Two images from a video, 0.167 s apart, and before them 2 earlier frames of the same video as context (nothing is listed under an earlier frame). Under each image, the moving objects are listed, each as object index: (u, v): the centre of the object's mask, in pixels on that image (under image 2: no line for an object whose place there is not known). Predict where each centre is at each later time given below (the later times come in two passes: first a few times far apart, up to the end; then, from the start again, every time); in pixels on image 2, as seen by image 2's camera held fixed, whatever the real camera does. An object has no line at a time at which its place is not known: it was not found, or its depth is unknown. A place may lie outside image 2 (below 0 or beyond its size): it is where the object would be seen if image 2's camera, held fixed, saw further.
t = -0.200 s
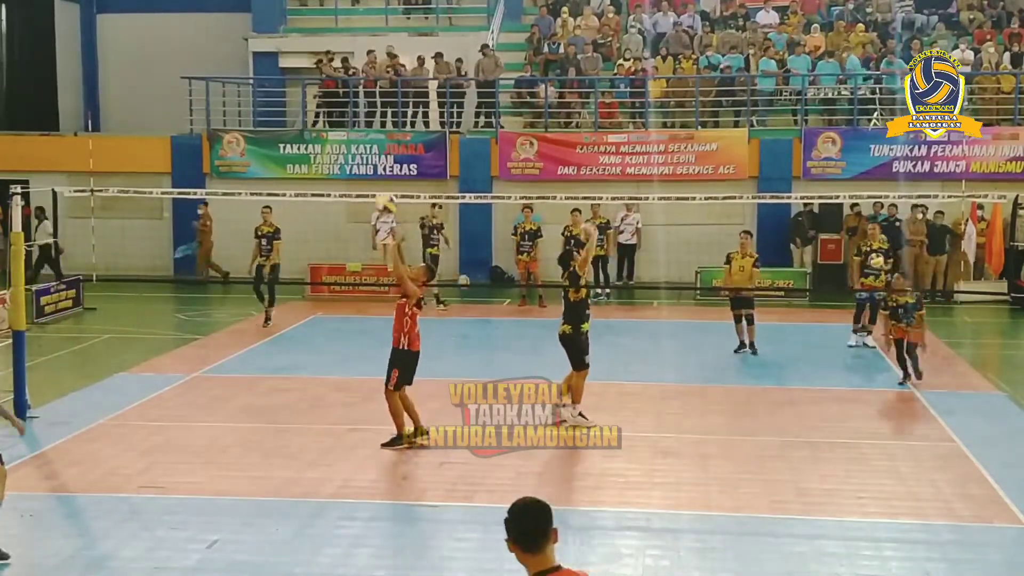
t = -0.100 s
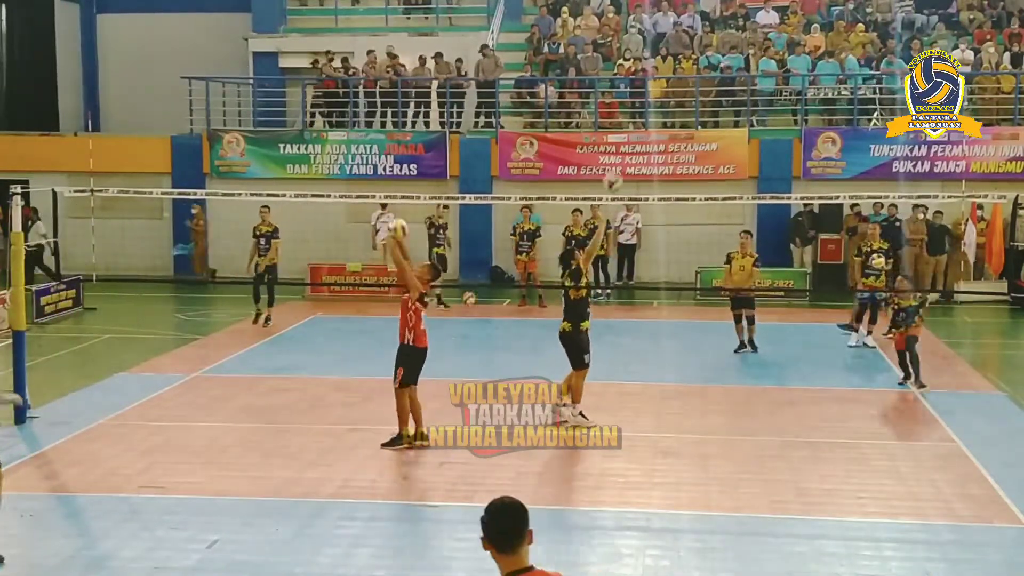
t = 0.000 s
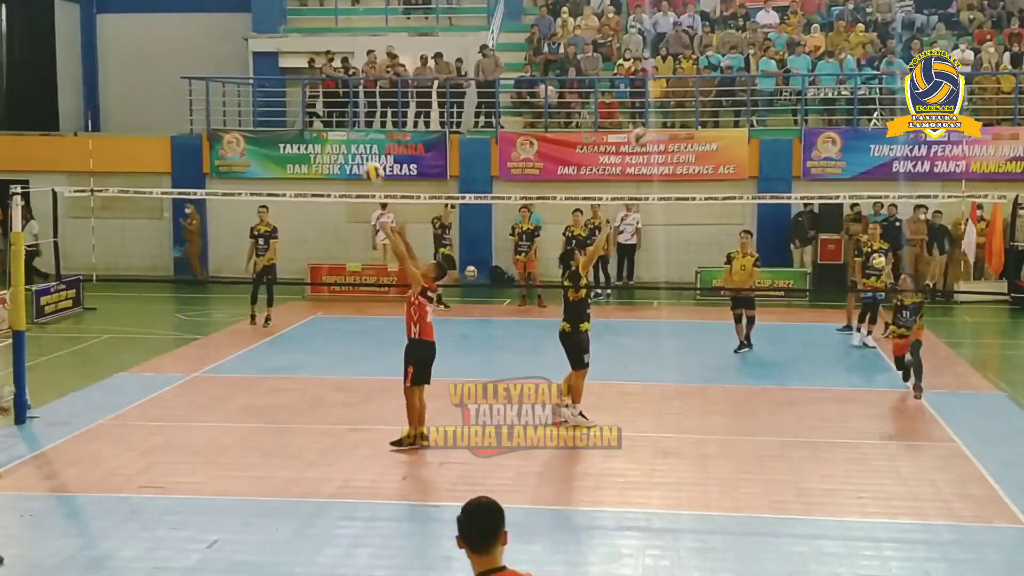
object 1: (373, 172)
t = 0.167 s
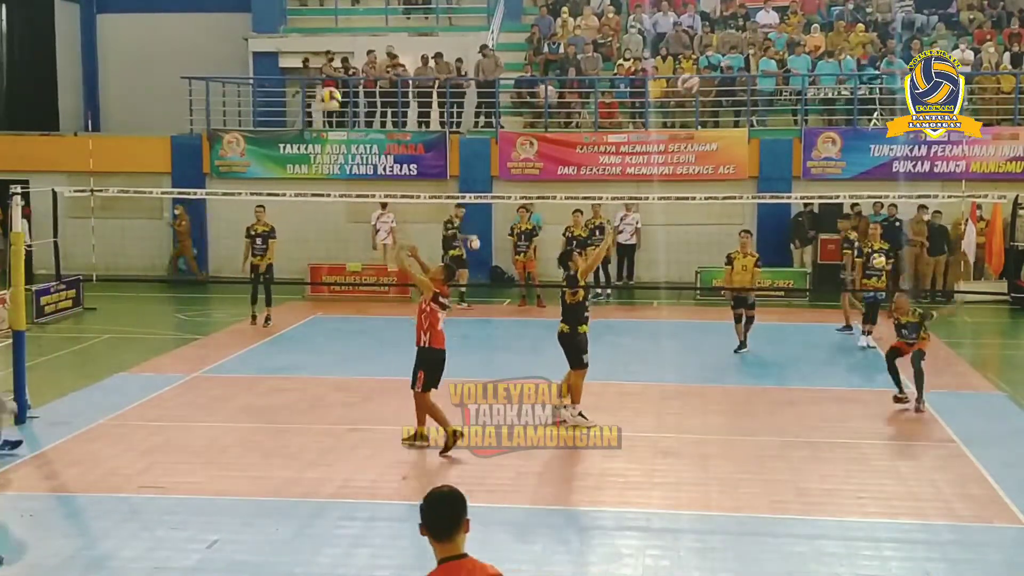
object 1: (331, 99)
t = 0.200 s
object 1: (322, 87)
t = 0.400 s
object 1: (271, 45)
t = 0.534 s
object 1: (239, 40)
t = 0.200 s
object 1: (322, 87)
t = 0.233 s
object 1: (313, 78)
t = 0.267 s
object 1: (305, 70)
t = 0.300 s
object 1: (296, 61)
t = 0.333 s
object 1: (288, 55)
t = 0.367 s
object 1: (280, 50)
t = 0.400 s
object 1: (271, 45)
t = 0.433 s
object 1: (263, 42)
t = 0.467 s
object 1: (255, 40)
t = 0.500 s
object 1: (246, 39)
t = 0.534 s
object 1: (239, 40)
